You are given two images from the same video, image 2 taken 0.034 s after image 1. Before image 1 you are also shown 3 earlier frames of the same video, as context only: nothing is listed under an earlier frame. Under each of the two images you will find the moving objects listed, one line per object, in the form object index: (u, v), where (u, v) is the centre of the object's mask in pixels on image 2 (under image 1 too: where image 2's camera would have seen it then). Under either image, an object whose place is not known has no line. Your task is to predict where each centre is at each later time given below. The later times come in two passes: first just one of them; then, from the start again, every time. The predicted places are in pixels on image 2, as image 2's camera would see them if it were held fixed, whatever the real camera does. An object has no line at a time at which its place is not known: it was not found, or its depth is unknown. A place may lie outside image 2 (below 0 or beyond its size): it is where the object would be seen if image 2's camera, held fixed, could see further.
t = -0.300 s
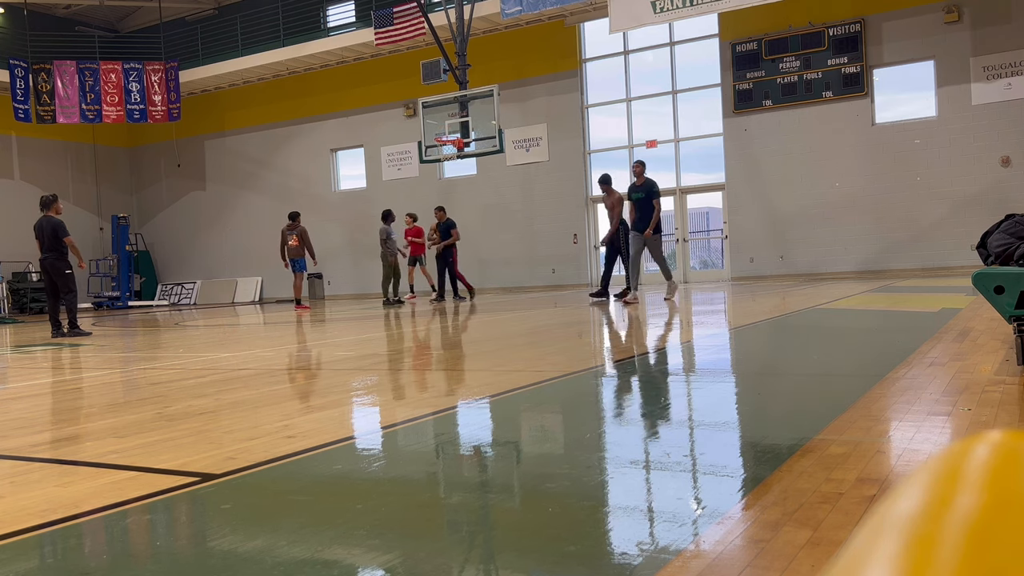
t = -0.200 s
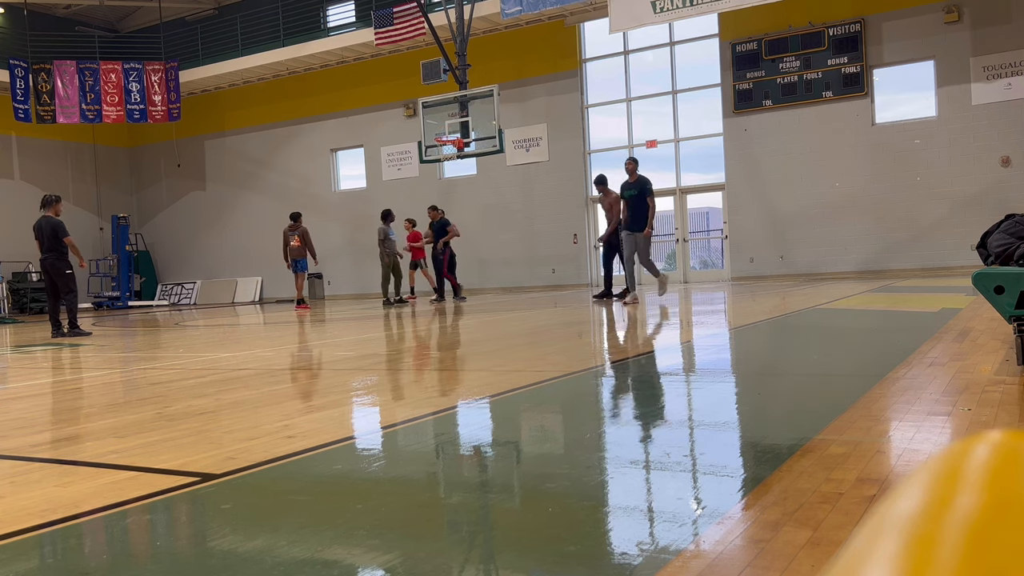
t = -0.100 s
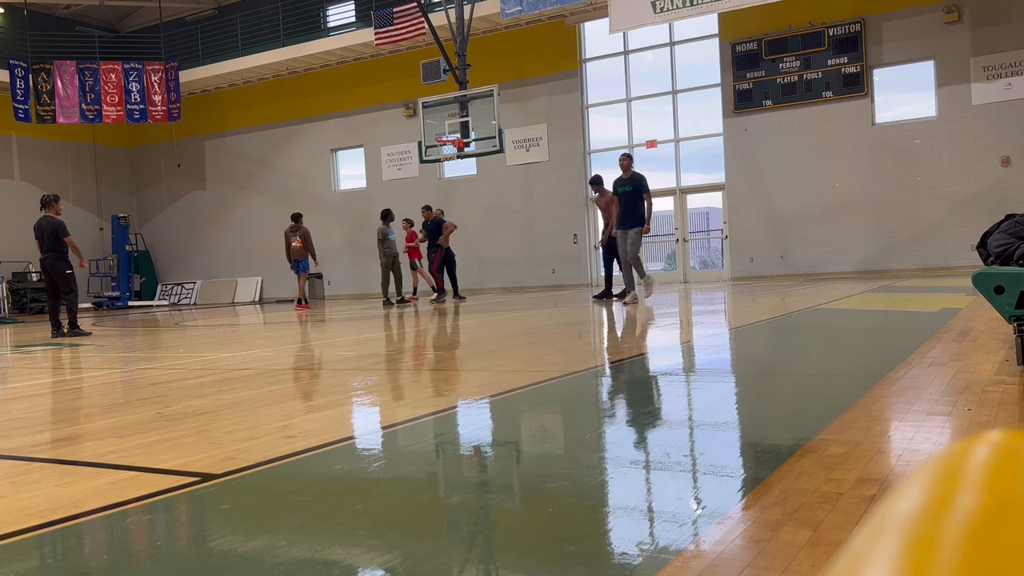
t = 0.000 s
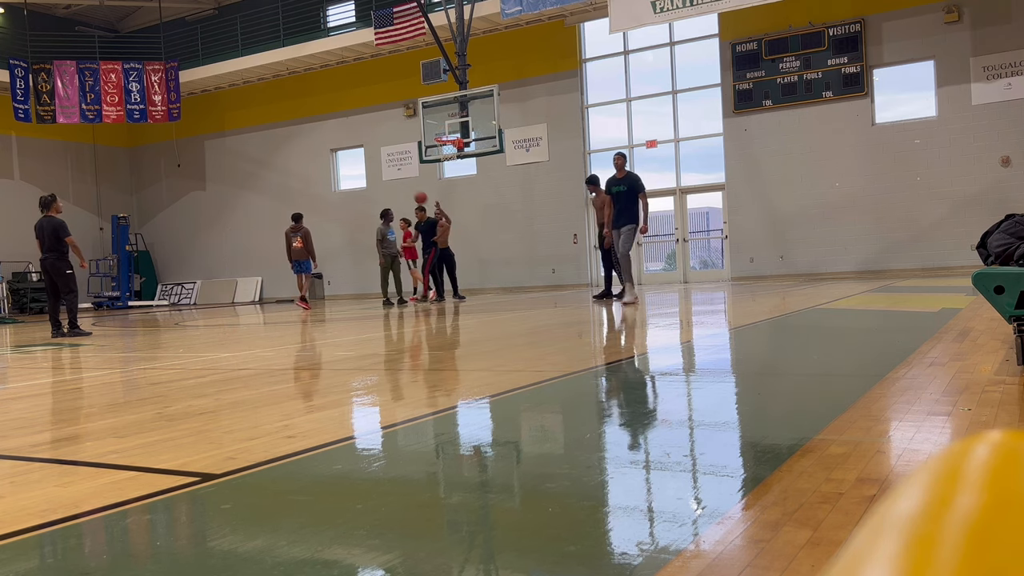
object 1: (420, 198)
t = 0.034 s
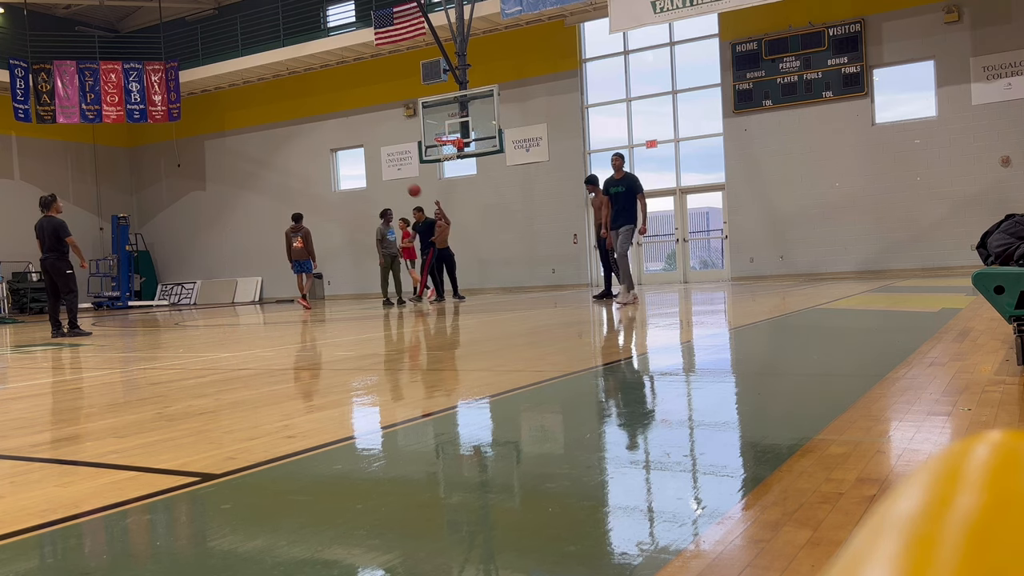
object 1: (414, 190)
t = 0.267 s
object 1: (367, 153)
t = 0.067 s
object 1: (407, 182)
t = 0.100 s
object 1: (401, 177)
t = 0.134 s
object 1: (394, 171)
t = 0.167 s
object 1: (387, 166)
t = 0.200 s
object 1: (380, 161)
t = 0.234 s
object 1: (373, 157)
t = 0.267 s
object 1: (367, 153)
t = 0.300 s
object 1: (359, 150)
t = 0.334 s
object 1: (352, 147)
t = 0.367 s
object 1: (345, 145)
